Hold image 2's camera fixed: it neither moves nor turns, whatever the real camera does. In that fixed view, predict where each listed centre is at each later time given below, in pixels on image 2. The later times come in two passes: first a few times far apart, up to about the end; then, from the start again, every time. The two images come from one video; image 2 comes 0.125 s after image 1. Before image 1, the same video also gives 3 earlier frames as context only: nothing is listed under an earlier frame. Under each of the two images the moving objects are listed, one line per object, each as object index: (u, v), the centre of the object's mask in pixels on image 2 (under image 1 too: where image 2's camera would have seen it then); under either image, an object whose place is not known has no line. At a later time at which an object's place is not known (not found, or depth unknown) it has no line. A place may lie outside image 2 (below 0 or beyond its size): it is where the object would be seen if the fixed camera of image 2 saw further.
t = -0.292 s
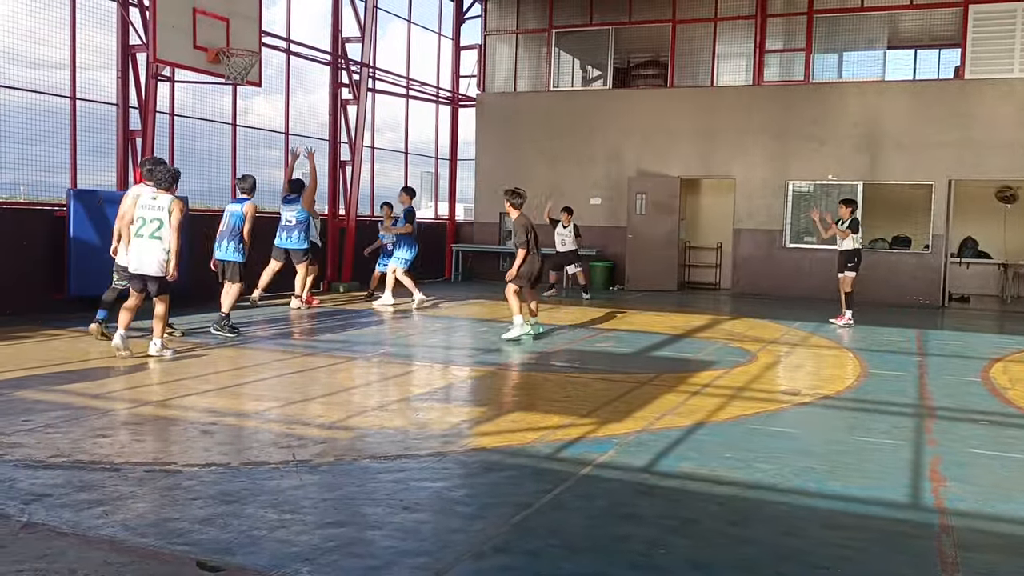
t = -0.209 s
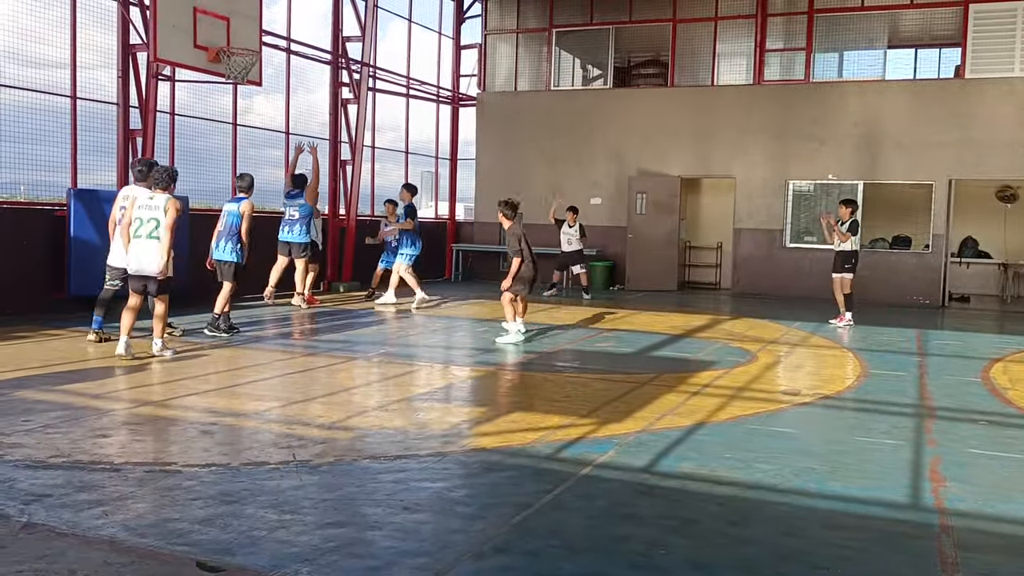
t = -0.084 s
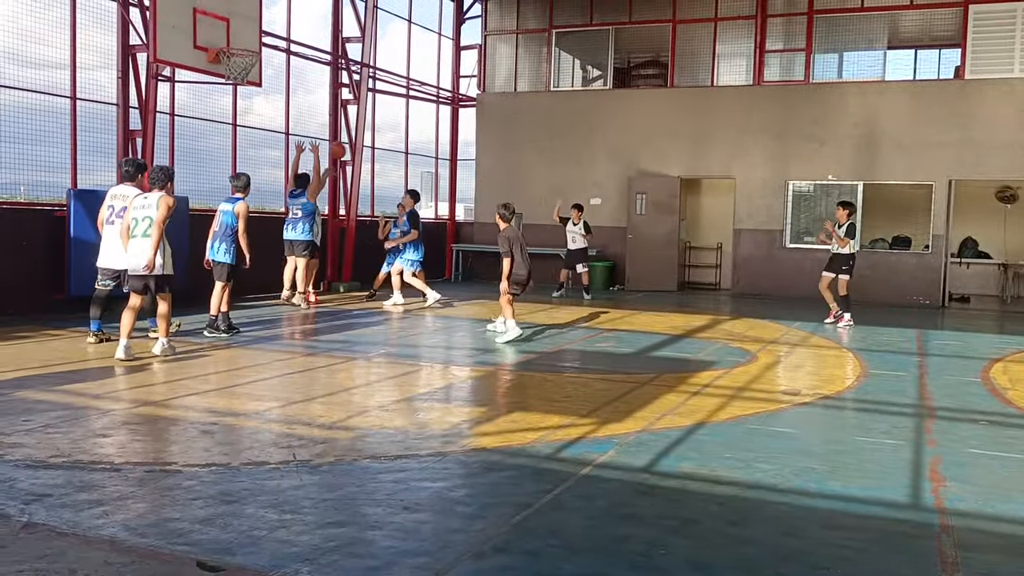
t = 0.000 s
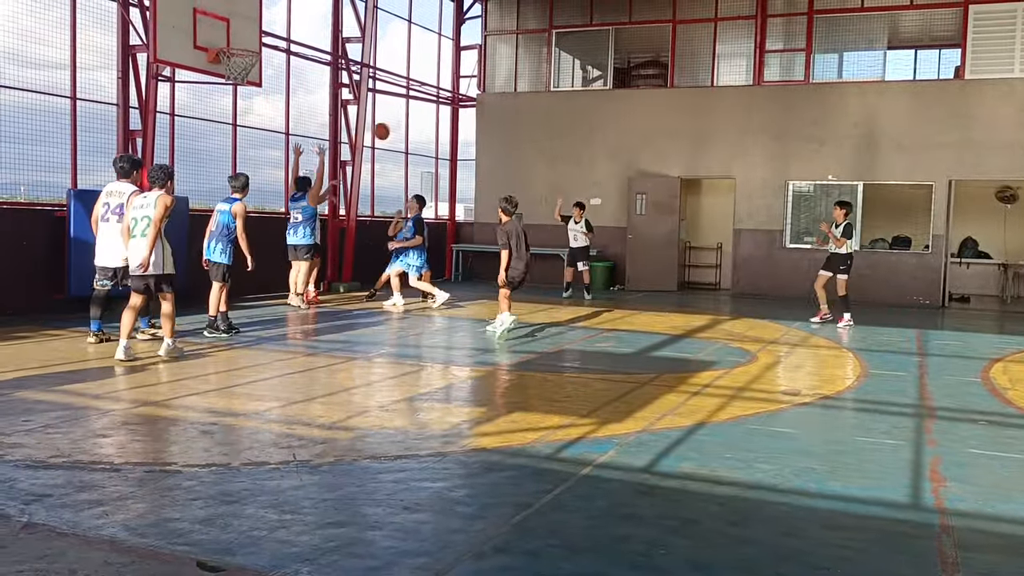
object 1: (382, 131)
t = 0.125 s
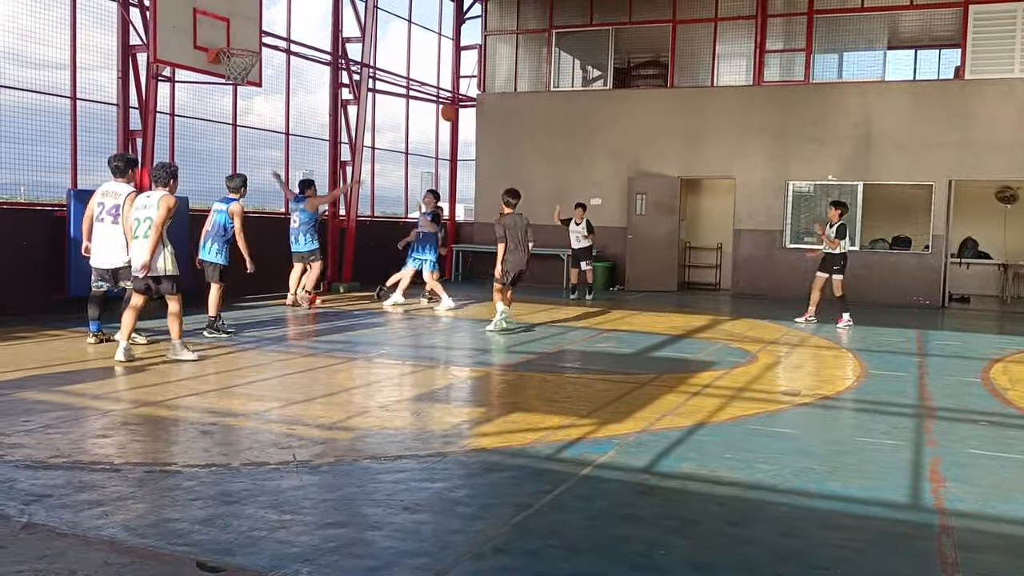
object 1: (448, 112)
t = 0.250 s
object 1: (517, 106)
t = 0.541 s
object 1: (681, 137)
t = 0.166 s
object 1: (471, 108)
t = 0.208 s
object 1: (493, 106)
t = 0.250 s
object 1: (517, 106)
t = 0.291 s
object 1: (540, 105)
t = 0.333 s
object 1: (563, 108)
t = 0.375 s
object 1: (586, 111)
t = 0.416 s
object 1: (610, 115)
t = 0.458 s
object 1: (634, 121)
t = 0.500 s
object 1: (657, 128)
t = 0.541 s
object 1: (681, 137)
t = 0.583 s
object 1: (705, 147)
